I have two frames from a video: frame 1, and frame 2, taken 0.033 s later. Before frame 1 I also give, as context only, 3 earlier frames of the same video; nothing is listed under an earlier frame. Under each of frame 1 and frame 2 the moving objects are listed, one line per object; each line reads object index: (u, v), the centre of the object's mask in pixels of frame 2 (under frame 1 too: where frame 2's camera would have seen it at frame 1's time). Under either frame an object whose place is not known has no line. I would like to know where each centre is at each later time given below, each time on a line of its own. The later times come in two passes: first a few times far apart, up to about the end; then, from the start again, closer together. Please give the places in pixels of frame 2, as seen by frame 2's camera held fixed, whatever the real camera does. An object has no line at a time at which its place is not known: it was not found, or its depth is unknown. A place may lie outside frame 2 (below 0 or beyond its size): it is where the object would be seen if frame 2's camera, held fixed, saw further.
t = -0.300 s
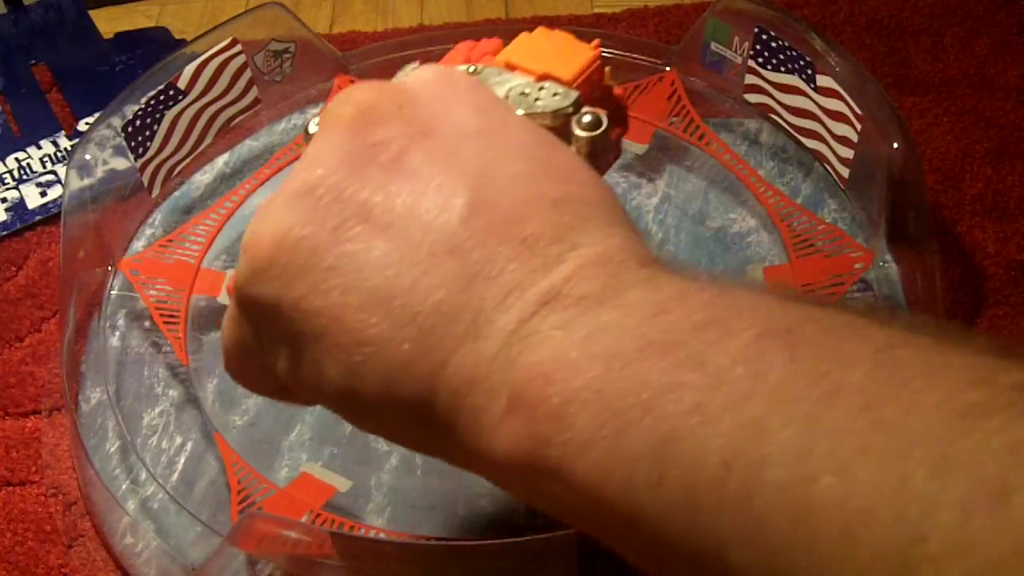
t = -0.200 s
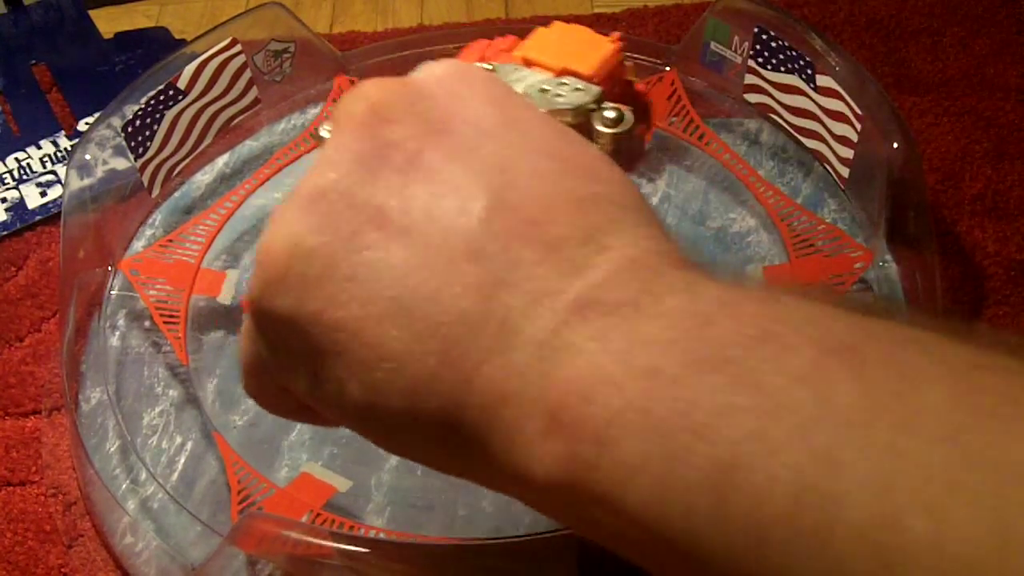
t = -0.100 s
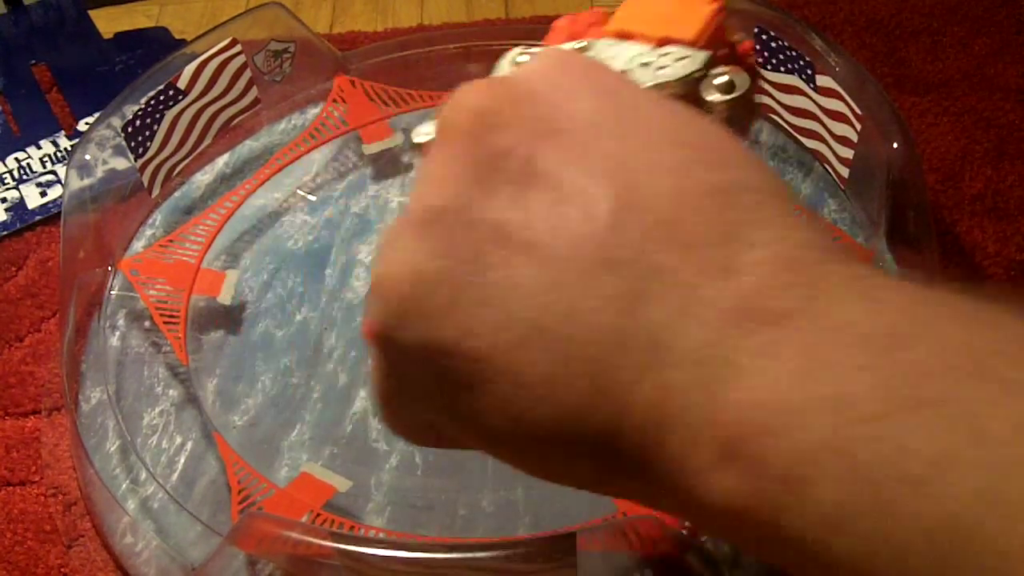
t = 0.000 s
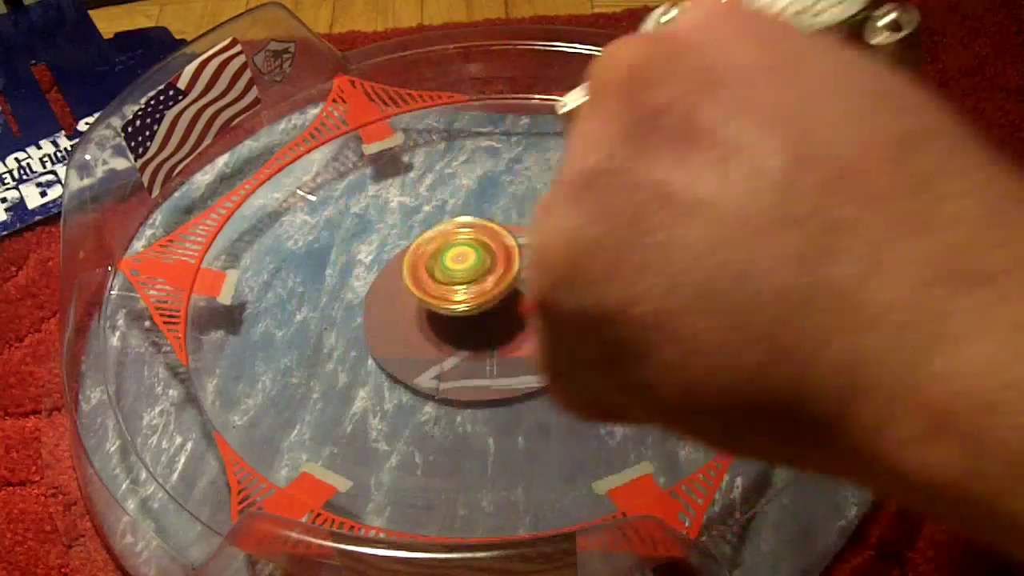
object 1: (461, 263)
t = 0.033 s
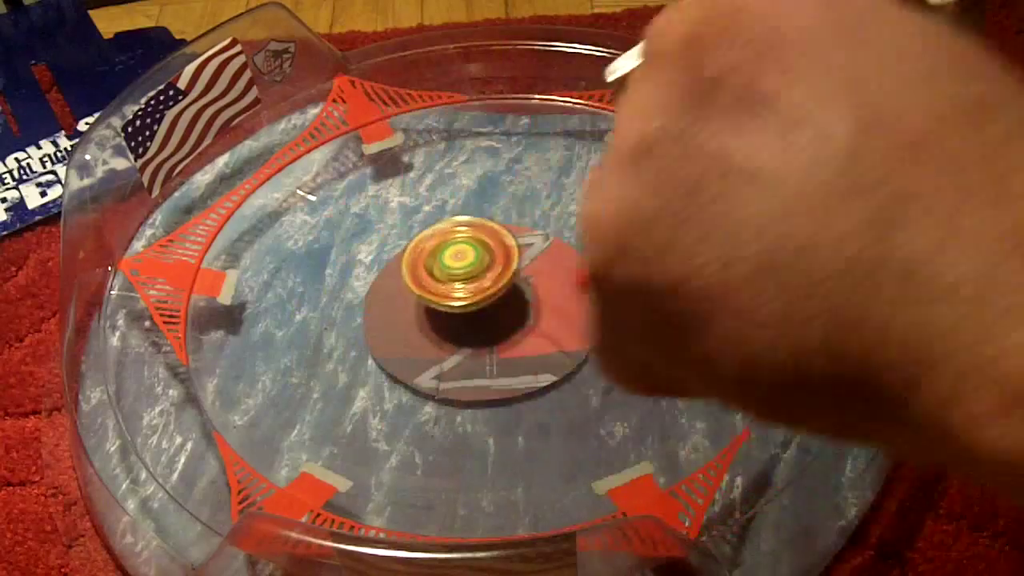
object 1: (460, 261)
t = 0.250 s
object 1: (478, 278)
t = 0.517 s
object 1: (566, 299)
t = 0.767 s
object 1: (546, 254)
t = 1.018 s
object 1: (480, 302)
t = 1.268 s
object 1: (549, 325)
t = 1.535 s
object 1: (522, 279)
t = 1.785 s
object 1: (460, 314)
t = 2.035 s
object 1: (521, 312)
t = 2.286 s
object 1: (477, 284)
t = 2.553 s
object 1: (455, 304)
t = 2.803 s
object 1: (480, 295)
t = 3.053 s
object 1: (477, 288)
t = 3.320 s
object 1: (473, 282)
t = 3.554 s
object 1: (472, 279)
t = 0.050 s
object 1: (459, 260)
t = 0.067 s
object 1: (460, 263)
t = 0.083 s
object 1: (462, 261)
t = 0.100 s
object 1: (465, 260)
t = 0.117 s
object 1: (468, 263)
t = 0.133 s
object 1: (469, 263)
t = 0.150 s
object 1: (471, 265)
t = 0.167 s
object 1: (471, 266)
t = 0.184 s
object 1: (472, 269)
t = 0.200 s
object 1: (472, 270)
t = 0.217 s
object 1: (474, 272)
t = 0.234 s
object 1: (475, 274)
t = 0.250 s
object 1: (478, 278)
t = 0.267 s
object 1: (482, 281)
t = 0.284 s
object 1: (485, 285)
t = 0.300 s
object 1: (490, 288)
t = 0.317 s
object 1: (494, 292)
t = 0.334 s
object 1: (500, 295)
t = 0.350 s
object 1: (504, 298)
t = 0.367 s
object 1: (511, 300)
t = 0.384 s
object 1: (516, 302)
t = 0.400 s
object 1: (523, 304)
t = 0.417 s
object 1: (529, 304)
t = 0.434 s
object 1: (536, 305)
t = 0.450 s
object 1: (543, 305)
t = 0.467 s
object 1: (548, 305)
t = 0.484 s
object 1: (555, 303)
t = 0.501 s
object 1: (560, 302)
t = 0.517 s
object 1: (566, 299)
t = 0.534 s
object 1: (571, 296)
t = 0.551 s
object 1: (575, 293)
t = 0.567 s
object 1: (579, 290)
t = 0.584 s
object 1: (581, 285)
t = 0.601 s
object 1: (582, 282)
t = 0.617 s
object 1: (583, 277)
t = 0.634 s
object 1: (582, 274)
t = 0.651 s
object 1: (581, 269)
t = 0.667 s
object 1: (578, 266)
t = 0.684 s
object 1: (575, 262)
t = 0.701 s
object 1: (570, 259)
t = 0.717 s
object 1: (565, 257)
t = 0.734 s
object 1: (559, 255)
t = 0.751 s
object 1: (553, 254)
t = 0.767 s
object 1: (546, 254)
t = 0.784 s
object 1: (541, 254)
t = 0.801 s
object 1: (533, 255)
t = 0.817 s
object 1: (527, 256)
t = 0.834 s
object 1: (519, 258)
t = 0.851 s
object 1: (514, 260)
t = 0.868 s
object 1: (506, 264)
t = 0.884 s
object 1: (502, 267)
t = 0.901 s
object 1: (496, 271)
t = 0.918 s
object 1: (492, 275)
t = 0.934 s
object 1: (487, 279)
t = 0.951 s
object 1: (484, 284)
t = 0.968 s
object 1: (481, 288)
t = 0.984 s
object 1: (481, 293)
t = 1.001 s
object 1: (479, 298)
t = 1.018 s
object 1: (480, 302)
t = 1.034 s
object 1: (480, 306)
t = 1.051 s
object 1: (482, 311)
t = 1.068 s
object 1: (484, 314)
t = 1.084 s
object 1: (487, 318)
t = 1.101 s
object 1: (491, 321)
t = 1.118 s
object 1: (495, 324)
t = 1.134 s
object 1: (500, 326)
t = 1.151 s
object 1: (505, 328)
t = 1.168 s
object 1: (511, 329)
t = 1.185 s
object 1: (517, 330)
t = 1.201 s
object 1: (523, 330)
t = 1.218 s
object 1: (530, 330)
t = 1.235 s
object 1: (536, 329)
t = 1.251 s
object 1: (542, 327)
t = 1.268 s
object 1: (549, 325)
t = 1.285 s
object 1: (554, 322)
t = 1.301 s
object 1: (559, 319)
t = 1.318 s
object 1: (563, 316)
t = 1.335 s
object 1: (566, 311)
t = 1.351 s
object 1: (567, 307)
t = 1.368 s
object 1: (568, 302)
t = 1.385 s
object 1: (568, 299)
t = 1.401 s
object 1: (565, 294)
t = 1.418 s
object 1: (563, 291)
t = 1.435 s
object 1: (558, 288)
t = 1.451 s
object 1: (554, 286)
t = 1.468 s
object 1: (548, 284)
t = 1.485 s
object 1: (543, 282)
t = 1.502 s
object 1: (536, 281)
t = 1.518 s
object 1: (530, 280)
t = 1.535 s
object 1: (522, 279)
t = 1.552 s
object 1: (515, 278)
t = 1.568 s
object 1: (509, 279)
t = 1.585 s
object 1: (502, 279)
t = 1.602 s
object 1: (496, 280)
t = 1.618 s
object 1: (489, 282)
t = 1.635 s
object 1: (484, 284)
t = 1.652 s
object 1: (479, 287)
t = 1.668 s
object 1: (474, 289)
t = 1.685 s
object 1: (470, 293)
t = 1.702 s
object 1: (466, 296)
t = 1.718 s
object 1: (464, 299)
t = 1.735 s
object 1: (461, 303)
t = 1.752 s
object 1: (460, 306)
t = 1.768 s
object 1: (459, 310)
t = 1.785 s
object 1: (460, 314)
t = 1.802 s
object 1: (461, 317)
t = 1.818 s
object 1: (463, 320)
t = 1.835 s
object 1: (466, 323)
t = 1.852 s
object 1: (469, 325)
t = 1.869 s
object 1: (474, 327)
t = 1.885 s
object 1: (479, 328)
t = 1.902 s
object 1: (485, 329)
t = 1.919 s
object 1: (491, 329)
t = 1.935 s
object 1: (495, 328)
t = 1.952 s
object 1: (502, 326)
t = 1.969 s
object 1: (506, 325)
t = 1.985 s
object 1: (512, 322)
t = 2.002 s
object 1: (516, 319)
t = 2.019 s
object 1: (518, 316)
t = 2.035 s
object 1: (521, 312)
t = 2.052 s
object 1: (522, 309)
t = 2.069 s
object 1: (522, 306)
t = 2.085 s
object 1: (522, 304)
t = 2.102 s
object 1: (521, 301)
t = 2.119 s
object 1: (520, 300)
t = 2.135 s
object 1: (518, 298)
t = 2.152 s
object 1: (515, 296)
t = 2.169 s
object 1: (512, 294)
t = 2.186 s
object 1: (506, 291)
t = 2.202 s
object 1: (503, 289)
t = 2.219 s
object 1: (498, 288)
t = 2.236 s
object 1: (492, 286)
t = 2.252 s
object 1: (487, 285)
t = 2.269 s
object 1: (481, 284)
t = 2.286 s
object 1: (477, 284)
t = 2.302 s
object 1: (472, 284)
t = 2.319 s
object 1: (466, 284)
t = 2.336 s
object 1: (462, 285)
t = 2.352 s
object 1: (458, 287)
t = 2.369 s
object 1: (455, 288)
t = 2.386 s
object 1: (452, 290)
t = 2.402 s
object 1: (449, 292)
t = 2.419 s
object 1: (448, 295)
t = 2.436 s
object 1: (447, 297)
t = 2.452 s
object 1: (446, 299)
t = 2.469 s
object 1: (447, 301)
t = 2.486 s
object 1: (448, 303)
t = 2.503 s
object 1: (450, 304)
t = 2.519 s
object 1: (451, 304)
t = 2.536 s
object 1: (452, 305)
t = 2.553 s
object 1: (455, 304)
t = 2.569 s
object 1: (457, 304)
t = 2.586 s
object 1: (459, 303)
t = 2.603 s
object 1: (462, 303)
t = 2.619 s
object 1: (464, 302)
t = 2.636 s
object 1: (466, 301)
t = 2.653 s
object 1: (469, 300)
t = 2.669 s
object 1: (470, 300)
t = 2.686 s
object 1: (473, 298)
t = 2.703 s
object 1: (475, 298)
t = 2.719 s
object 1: (476, 297)
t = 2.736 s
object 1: (477, 296)
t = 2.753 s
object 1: (479, 296)
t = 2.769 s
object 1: (479, 295)
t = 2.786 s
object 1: (480, 295)
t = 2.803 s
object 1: (480, 295)
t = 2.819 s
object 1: (480, 294)
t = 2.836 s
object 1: (481, 293)
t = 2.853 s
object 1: (481, 293)
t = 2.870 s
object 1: (481, 292)
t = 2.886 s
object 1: (481, 292)
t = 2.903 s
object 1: (480, 292)
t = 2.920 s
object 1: (480, 291)
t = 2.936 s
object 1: (480, 291)
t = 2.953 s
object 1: (479, 291)
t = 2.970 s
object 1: (479, 290)
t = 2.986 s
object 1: (479, 289)
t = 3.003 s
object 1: (478, 289)
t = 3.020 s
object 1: (478, 288)
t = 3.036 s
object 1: (478, 288)
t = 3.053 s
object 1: (477, 288)
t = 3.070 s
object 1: (477, 287)
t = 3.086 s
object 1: (477, 286)
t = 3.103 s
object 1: (476, 286)
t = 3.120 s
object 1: (476, 286)
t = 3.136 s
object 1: (476, 285)
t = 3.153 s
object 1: (475, 285)
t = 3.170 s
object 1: (475, 284)
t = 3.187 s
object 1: (475, 284)
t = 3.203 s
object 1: (475, 284)
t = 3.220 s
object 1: (474, 283)
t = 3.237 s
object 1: (474, 283)
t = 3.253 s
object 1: (474, 283)
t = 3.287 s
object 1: (474, 282)
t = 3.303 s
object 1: (474, 282)
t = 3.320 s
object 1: (473, 282)
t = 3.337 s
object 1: (473, 282)
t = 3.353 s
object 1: (473, 282)
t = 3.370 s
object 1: (473, 282)
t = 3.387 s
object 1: (473, 281)
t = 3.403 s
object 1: (473, 281)
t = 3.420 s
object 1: (473, 281)
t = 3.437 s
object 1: (472, 281)
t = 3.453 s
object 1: (473, 280)
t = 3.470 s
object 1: (473, 280)
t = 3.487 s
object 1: (472, 280)
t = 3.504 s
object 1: (472, 280)
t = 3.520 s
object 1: (472, 279)
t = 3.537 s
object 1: (472, 279)
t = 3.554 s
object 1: (472, 279)
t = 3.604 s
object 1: (472, 278)
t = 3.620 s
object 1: (472, 278)
